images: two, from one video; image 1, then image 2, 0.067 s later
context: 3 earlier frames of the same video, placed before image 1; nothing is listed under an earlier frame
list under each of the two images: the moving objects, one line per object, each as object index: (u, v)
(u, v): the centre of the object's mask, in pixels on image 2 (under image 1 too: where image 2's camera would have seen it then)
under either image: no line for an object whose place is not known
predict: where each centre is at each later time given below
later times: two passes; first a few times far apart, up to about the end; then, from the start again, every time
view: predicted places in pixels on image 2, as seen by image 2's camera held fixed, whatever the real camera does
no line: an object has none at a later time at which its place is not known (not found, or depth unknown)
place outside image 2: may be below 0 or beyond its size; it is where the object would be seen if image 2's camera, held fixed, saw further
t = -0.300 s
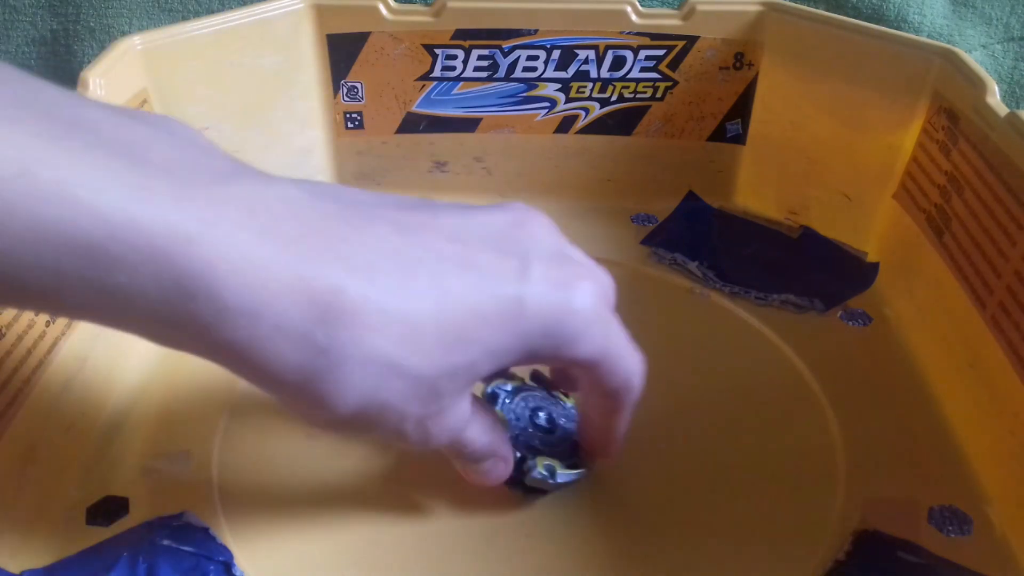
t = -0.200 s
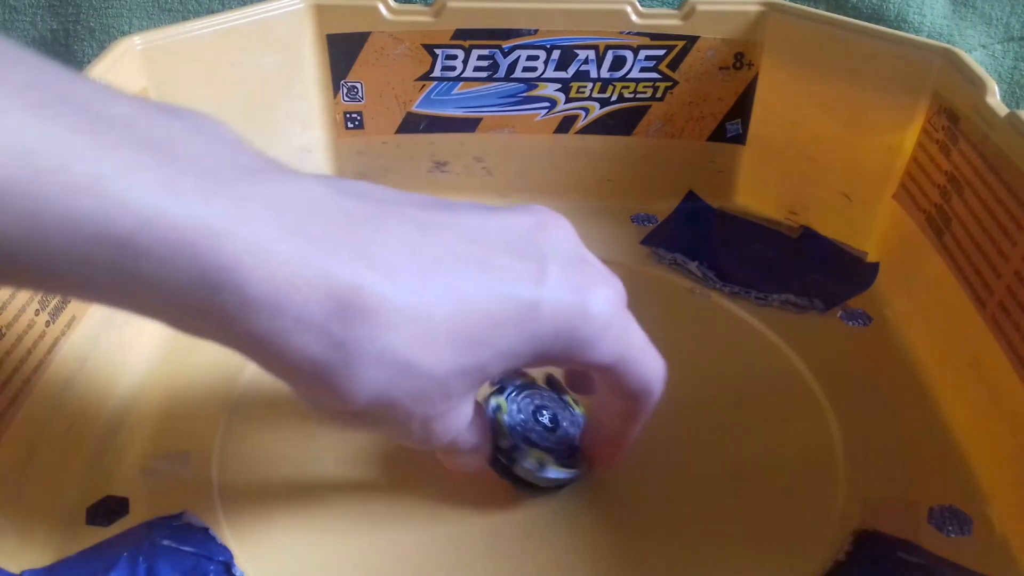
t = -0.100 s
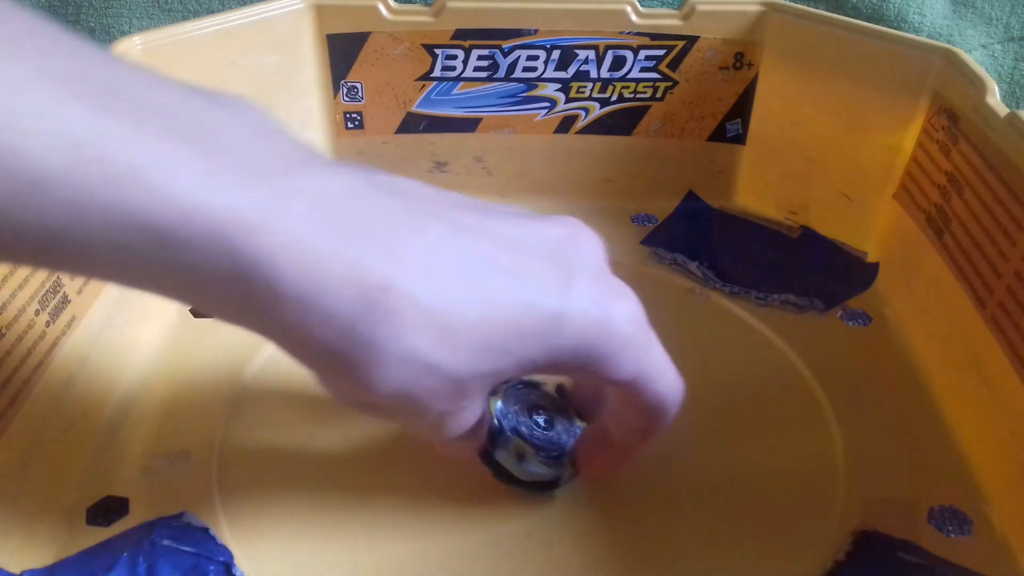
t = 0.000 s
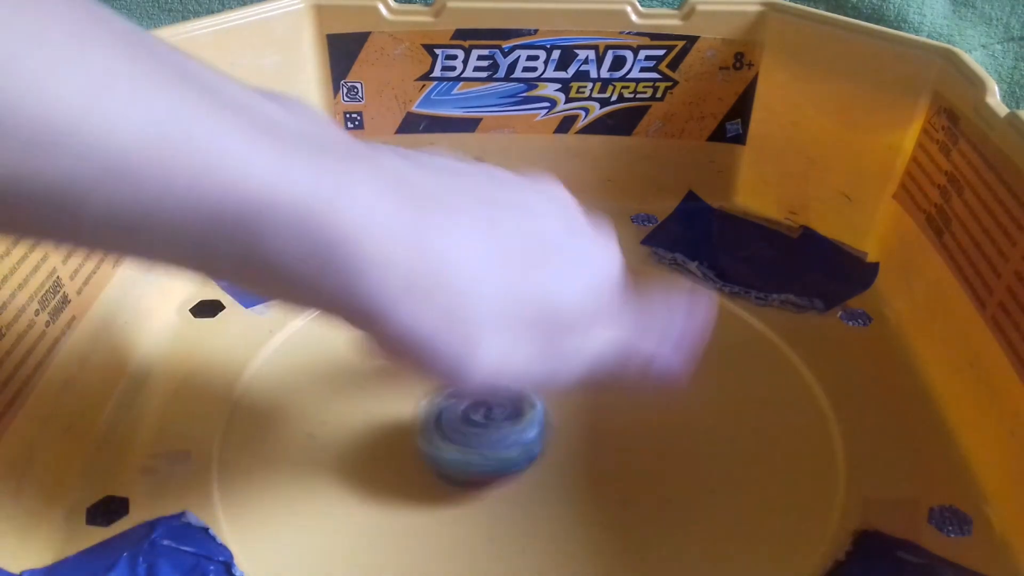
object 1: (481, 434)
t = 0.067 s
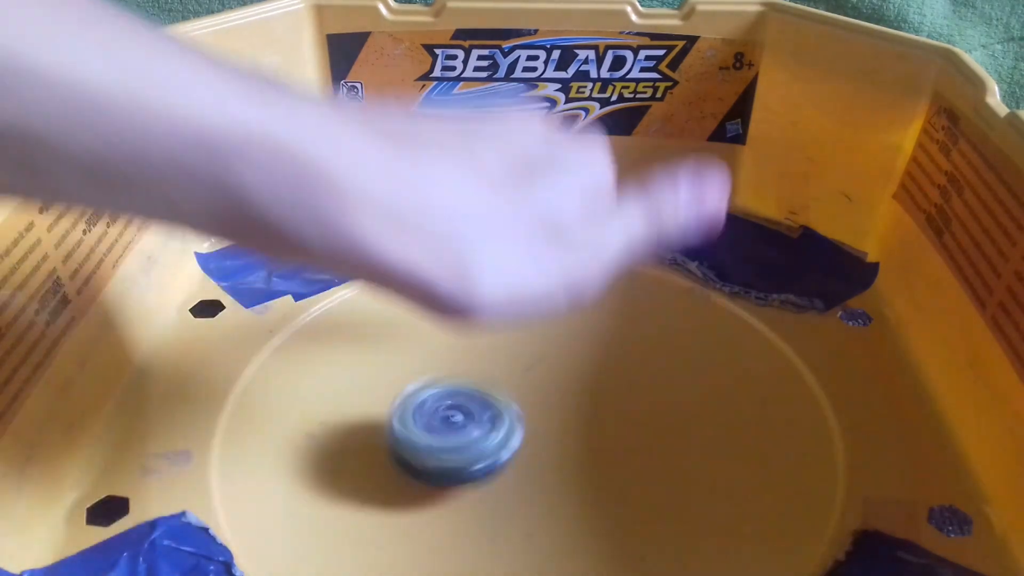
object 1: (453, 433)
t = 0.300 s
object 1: (445, 417)
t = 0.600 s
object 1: (544, 410)
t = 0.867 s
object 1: (606, 419)
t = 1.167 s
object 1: (572, 422)
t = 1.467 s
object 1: (494, 397)
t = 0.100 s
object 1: (440, 433)
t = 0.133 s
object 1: (433, 434)
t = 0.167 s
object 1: (431, 430)
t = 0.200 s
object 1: (431, 428)
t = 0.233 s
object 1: (432, 424)
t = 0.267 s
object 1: (437, 421)
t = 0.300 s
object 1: (445, 417)
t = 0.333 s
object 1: (454, 415)
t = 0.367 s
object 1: (463, 413)
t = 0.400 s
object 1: (473, 412)
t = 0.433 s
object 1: (485, 410)
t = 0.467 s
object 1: (496, 410)
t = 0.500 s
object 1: (509, 409)
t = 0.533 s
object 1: (521, 409)
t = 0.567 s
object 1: (533, 409)
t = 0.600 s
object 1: (544, 410)
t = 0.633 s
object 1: (556, 410)
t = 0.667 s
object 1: (565, 412)
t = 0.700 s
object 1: (576, 412)
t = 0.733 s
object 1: (584, 413)
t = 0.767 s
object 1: (593, 415)
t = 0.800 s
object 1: (598, 416)
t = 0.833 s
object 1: (603, 418)
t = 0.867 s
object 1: (606, 419)
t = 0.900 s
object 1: (607, 421)
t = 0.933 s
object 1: (608, 421)
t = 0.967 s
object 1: (607, 423)
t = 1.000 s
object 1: (605, 423)
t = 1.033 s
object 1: (601, 424)
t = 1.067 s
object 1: (595, 424)
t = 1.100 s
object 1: (588, 424)
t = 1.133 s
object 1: (579, 423)
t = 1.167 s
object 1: (572, 422)
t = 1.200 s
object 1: (561, 420)
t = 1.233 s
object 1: (553, 419)
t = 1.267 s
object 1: (543, 416)
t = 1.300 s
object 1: (533, 413)
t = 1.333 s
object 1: (526, 410)
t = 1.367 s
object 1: (516, 407)
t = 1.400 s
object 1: (508, 404)
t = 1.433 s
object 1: (499, 400)
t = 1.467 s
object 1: (494, 397)
